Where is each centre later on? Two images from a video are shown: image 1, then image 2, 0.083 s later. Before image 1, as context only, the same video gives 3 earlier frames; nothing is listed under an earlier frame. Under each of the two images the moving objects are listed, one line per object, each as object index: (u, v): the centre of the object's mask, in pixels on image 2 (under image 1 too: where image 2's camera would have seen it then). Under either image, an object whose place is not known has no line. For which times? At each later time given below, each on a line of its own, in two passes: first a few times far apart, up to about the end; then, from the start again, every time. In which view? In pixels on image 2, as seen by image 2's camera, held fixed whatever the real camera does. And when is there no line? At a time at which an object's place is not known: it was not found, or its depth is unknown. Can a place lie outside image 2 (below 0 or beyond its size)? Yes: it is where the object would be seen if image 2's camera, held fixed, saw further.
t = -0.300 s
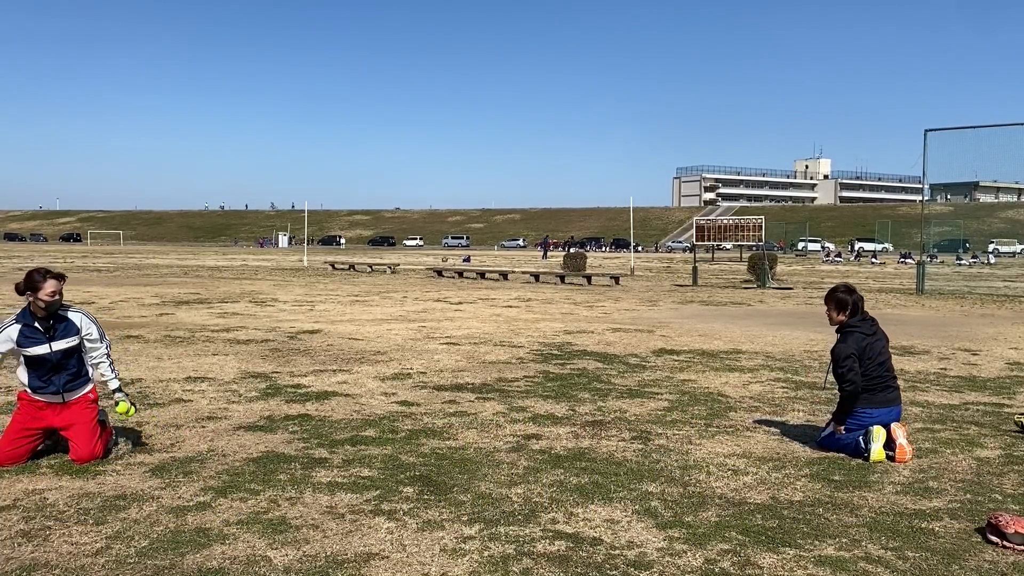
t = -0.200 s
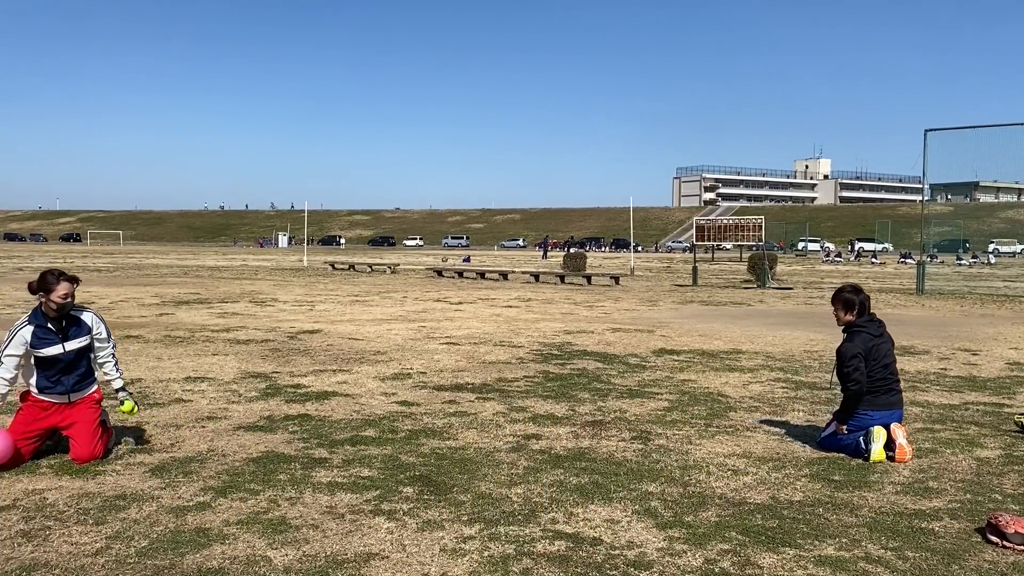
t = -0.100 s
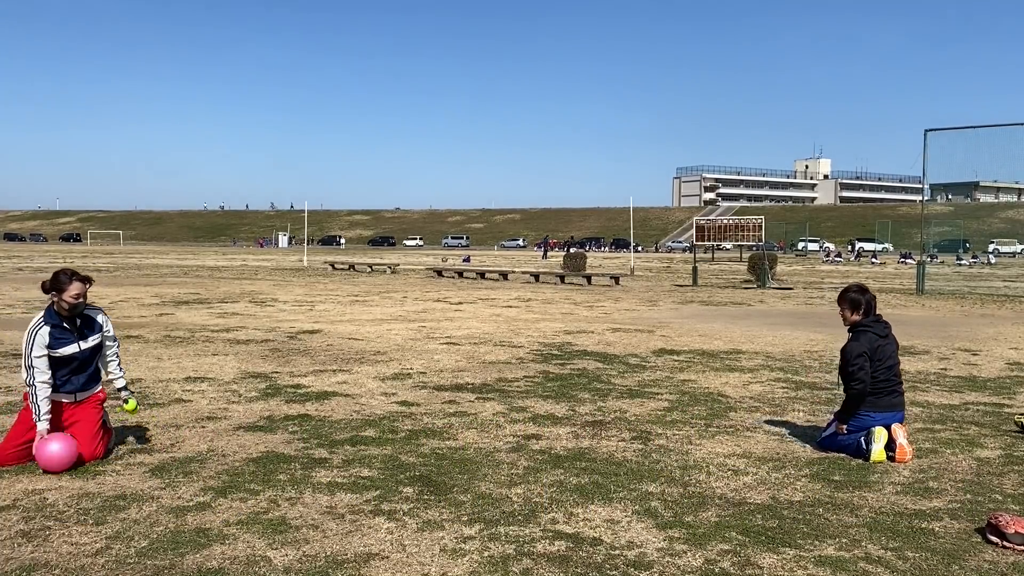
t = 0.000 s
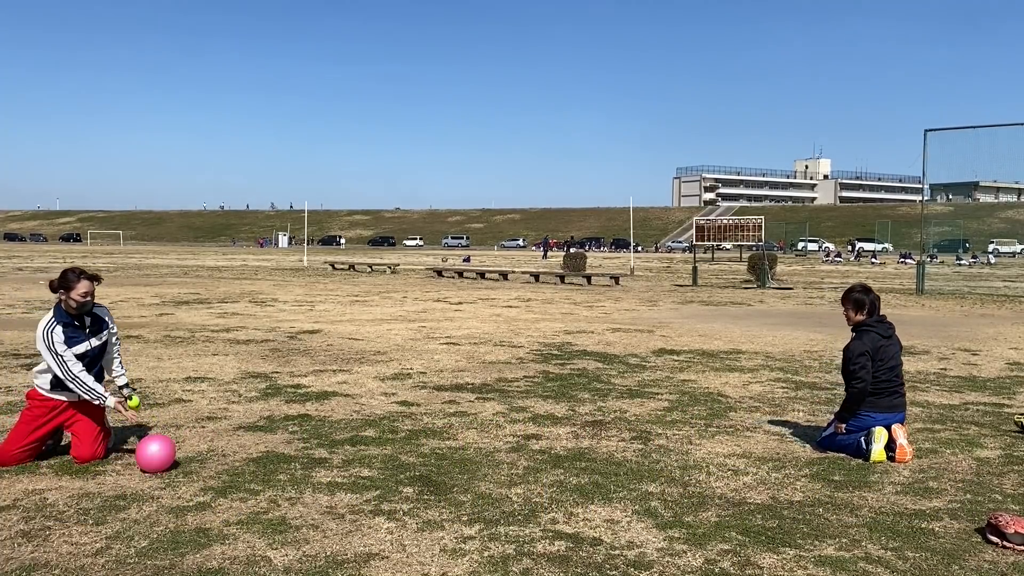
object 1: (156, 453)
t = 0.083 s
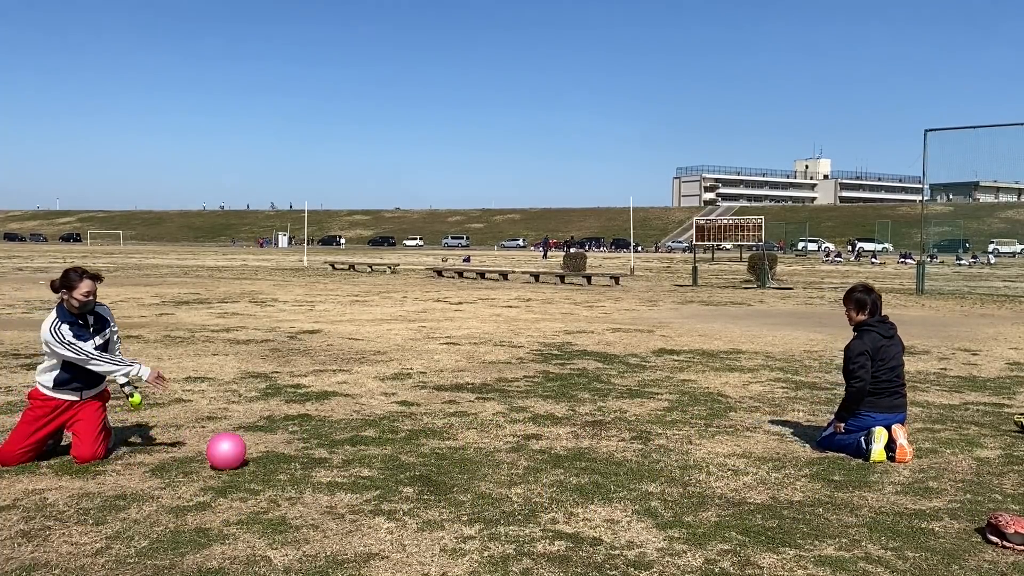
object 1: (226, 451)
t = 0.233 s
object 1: (334, 446)
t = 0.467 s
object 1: (461, 438)
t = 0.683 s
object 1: (554, 428)
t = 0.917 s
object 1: (633, 425)
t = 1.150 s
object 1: (705, 419)
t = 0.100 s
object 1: (240, 451)
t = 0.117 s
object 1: (252, 451)
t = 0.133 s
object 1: (265, 450)
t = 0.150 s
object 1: (276, 449)
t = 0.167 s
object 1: (288, 448)
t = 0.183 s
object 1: (300, 447)
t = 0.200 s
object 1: (312, 447)
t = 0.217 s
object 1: (323, 447)
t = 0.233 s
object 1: (334, 446)
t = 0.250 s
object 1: (344, 446)
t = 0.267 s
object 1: (354, 445)
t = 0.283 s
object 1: (364, 445)
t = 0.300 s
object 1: (373, 444)
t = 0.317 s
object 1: (382, 444)
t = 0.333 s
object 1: (392, 444)
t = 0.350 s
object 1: (400, 444)
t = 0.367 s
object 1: (409, 444)
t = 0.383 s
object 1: (418, 444)
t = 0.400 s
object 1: (428, 444)
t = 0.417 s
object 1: (437, 443)
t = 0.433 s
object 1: (445, 441)
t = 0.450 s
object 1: (453, 439)
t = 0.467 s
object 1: (461, 438)
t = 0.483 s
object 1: (469, 437)
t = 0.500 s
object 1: (477, 436)
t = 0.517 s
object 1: (484, 436)
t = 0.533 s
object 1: (491, 436)
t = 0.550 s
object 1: (499, 435)
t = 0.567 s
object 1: (507, 435)
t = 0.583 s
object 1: (513, 436)
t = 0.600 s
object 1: (521, 437)
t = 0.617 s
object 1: (529, 439)
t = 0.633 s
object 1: (535, 437)
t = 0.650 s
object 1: (542, 434)
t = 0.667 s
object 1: (548, 431)
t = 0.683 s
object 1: (554, 428)
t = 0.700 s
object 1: (561, 425)
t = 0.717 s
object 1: (567, 422)
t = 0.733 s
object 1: (572, 421)
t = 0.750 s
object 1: (578, 419)
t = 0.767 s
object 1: (584, 417)
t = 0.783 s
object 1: (588, 416)
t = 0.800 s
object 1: (595, 415)
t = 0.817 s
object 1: (601, 415)
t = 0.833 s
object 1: (606, 415)
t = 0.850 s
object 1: (612, 416)
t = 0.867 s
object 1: (617, 418)
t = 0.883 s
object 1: (622, 419)
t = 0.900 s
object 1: (628, 423)
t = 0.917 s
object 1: (633, 425)
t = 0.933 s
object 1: (638, 428)
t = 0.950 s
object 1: (642, 431)
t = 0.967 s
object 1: (647, 432)
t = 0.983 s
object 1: (653, 429)
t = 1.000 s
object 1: (658, 427)
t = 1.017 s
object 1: (663, 425)
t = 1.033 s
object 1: (669, 423)
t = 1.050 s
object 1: (674, 421)
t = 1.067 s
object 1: (680, 419)
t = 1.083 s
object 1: (684, 419)
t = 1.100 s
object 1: (690, 417)
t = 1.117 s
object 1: (695, 417)
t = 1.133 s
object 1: (700, 418)
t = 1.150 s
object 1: (705, 419)
